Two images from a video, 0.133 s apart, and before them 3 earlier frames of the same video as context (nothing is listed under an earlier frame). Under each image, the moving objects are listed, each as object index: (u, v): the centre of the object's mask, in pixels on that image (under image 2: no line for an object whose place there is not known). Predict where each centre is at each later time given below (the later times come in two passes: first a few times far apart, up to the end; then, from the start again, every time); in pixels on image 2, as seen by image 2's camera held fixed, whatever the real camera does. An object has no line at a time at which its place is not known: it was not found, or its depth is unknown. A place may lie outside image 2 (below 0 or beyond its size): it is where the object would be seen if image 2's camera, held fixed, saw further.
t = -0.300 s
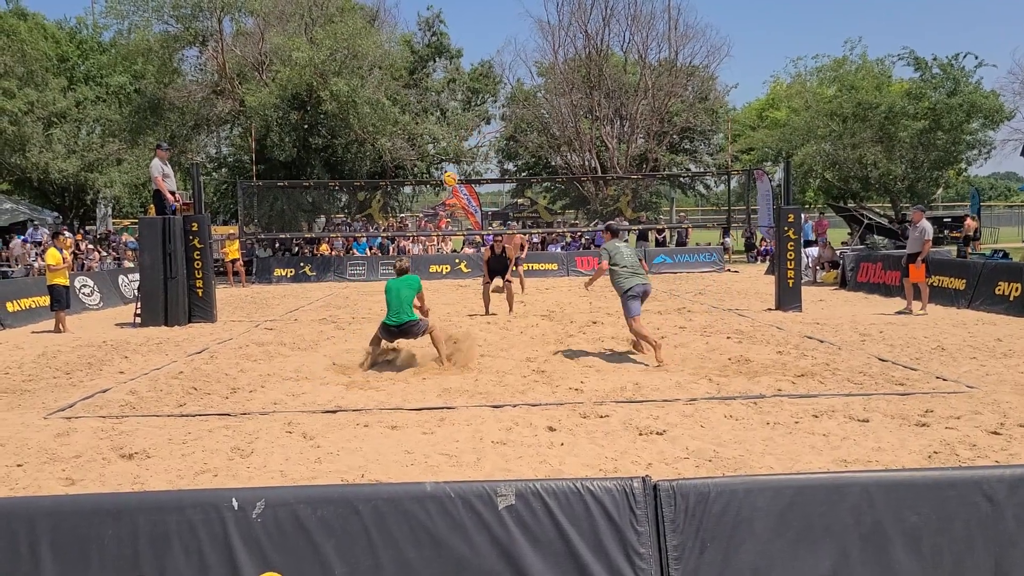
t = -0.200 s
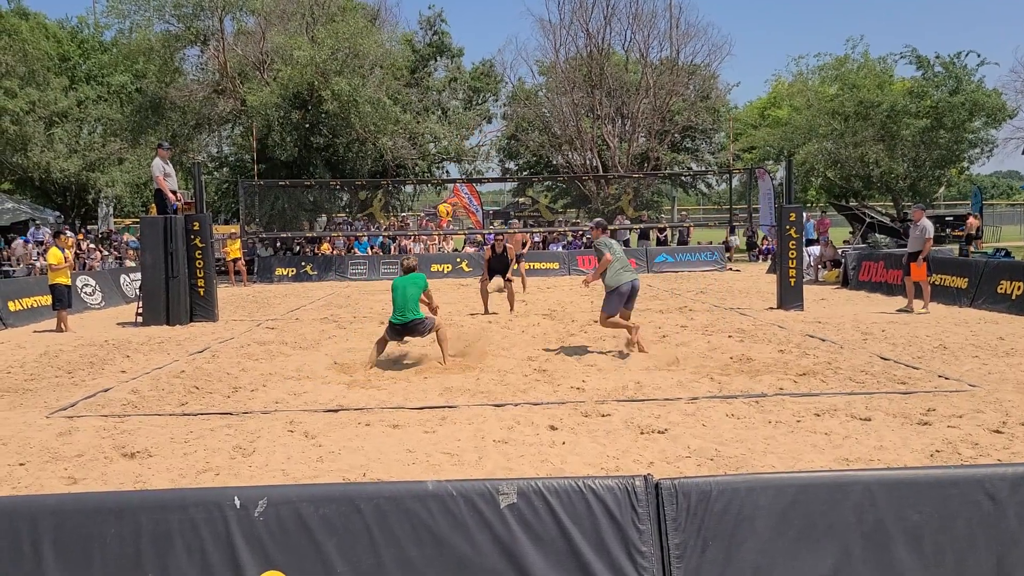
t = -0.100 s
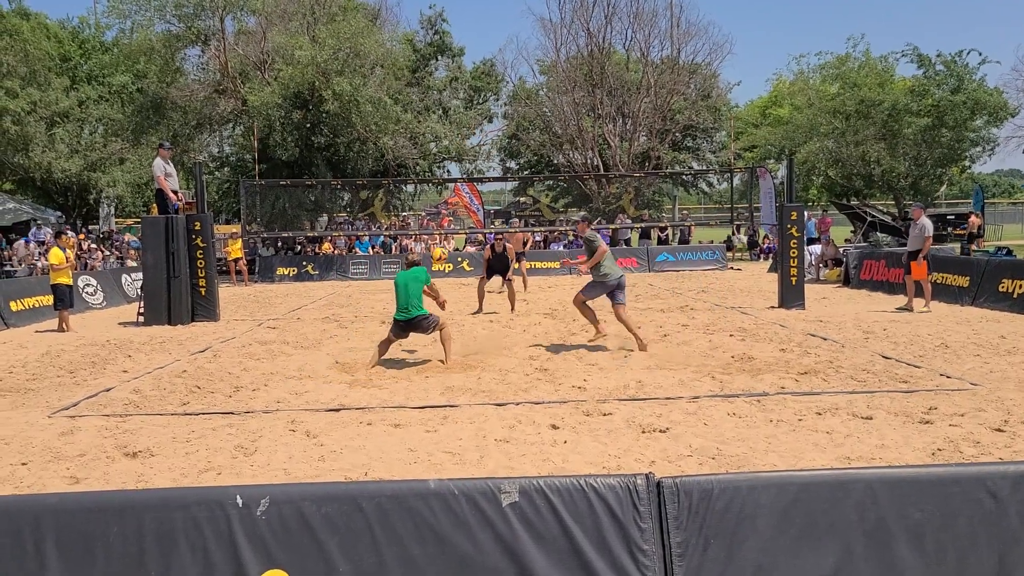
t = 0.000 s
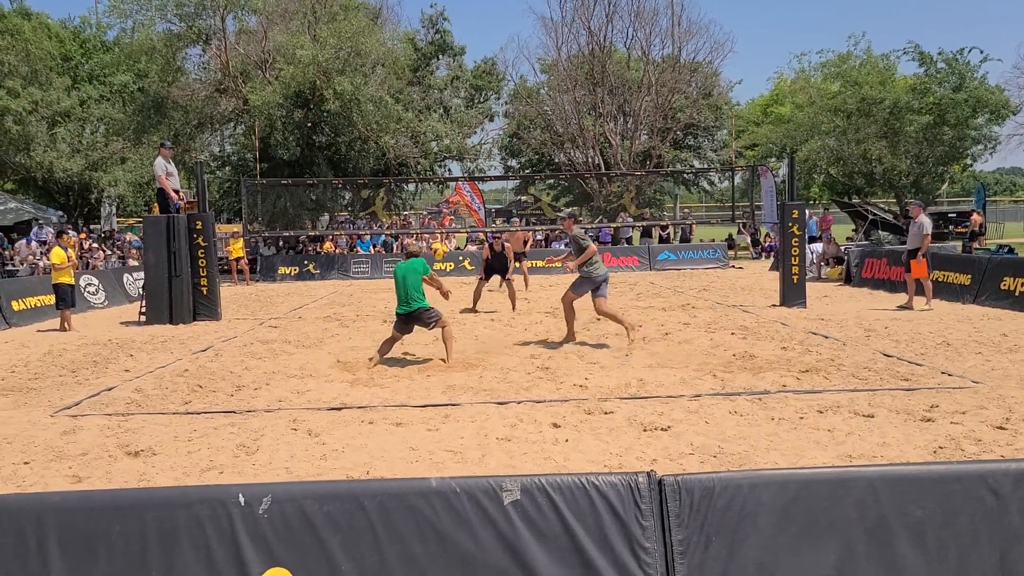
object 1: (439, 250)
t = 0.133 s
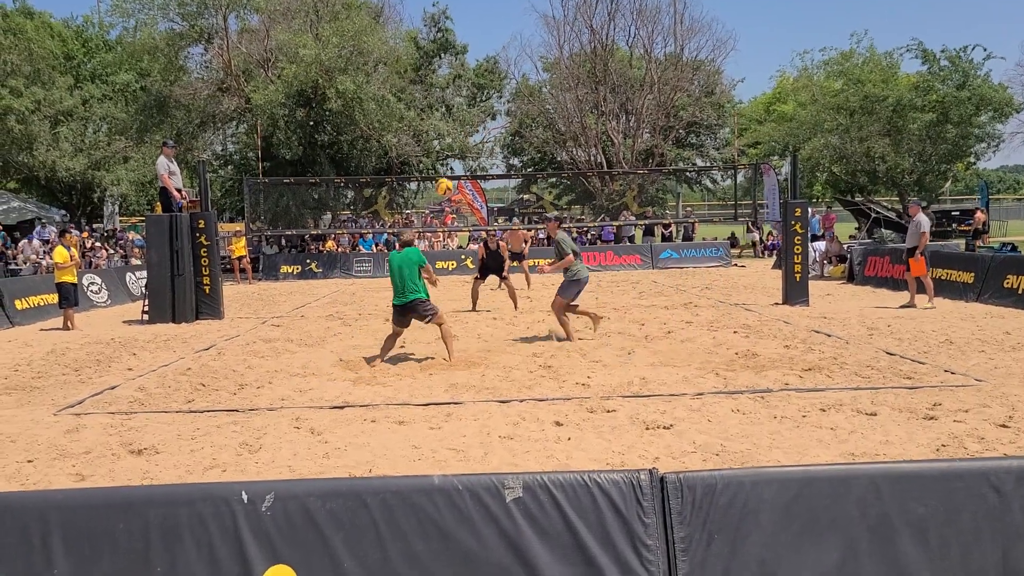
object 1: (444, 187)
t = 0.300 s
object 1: (449, 132)
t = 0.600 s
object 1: (457, 93)
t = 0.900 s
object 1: (468, 121)
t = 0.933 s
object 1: (469, 128)
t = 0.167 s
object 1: (445, 174)
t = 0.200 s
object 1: (446, 162)
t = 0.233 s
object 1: (447, 150)
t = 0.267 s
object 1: (449, 141)
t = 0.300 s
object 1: (449, 132)
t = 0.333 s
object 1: (450, 124)
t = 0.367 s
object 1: (451, 117)
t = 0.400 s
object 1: (452, 111)
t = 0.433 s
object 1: (453, 106)
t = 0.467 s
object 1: (453, 101)
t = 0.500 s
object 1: (455, 98)
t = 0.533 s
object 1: (456, 95)
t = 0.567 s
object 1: (457, 94)
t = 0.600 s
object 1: (457, 93)
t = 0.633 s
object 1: (459, 93)
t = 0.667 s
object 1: (460, 94)
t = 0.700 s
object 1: (461, 95)
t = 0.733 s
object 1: (462, 98)
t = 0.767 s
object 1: (464, 101)
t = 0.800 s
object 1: (464, 105)
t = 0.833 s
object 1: (466, 109)
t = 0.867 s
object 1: (467, 115)
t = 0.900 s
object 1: (468, 121)
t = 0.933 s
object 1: (469, 128)
